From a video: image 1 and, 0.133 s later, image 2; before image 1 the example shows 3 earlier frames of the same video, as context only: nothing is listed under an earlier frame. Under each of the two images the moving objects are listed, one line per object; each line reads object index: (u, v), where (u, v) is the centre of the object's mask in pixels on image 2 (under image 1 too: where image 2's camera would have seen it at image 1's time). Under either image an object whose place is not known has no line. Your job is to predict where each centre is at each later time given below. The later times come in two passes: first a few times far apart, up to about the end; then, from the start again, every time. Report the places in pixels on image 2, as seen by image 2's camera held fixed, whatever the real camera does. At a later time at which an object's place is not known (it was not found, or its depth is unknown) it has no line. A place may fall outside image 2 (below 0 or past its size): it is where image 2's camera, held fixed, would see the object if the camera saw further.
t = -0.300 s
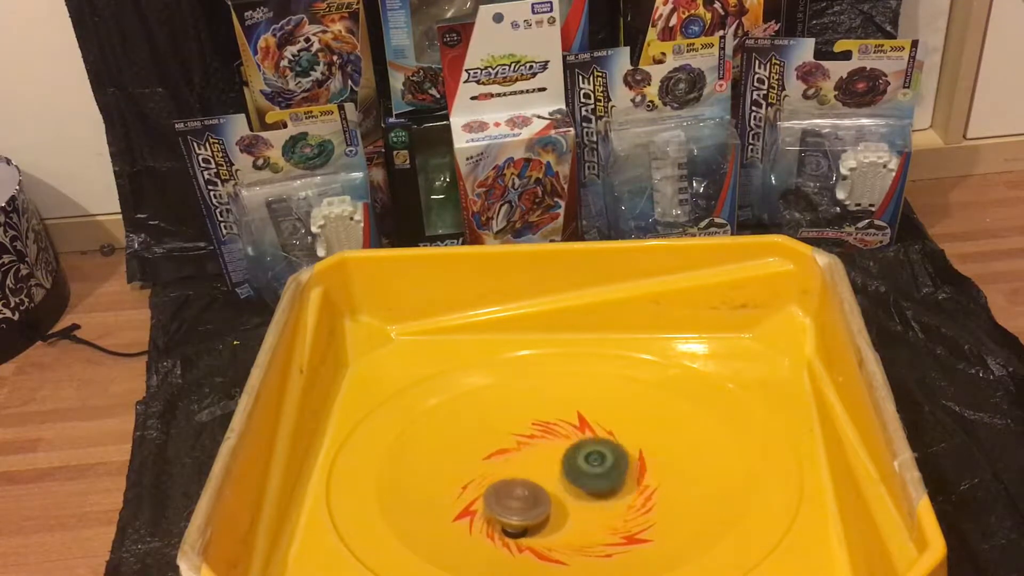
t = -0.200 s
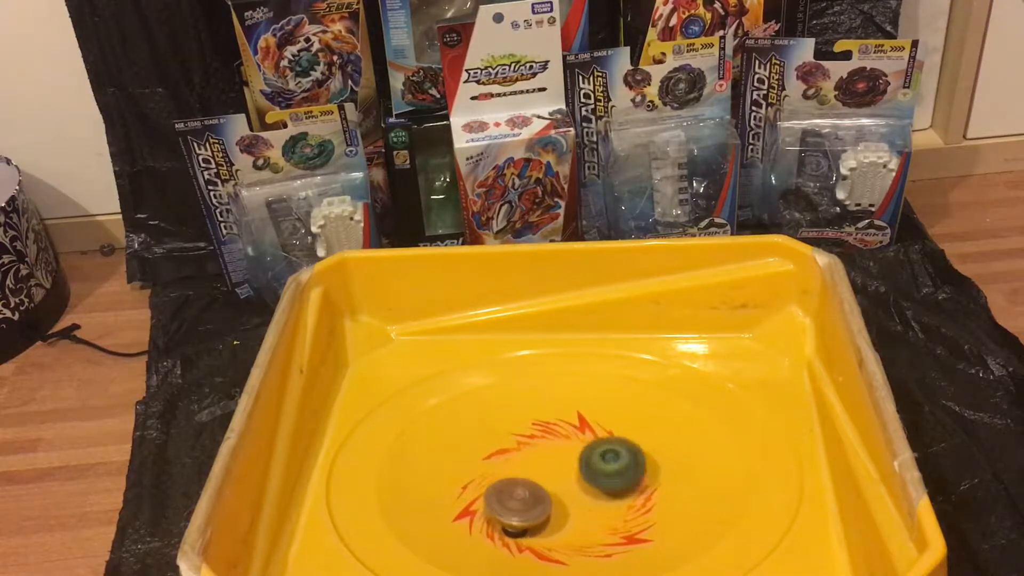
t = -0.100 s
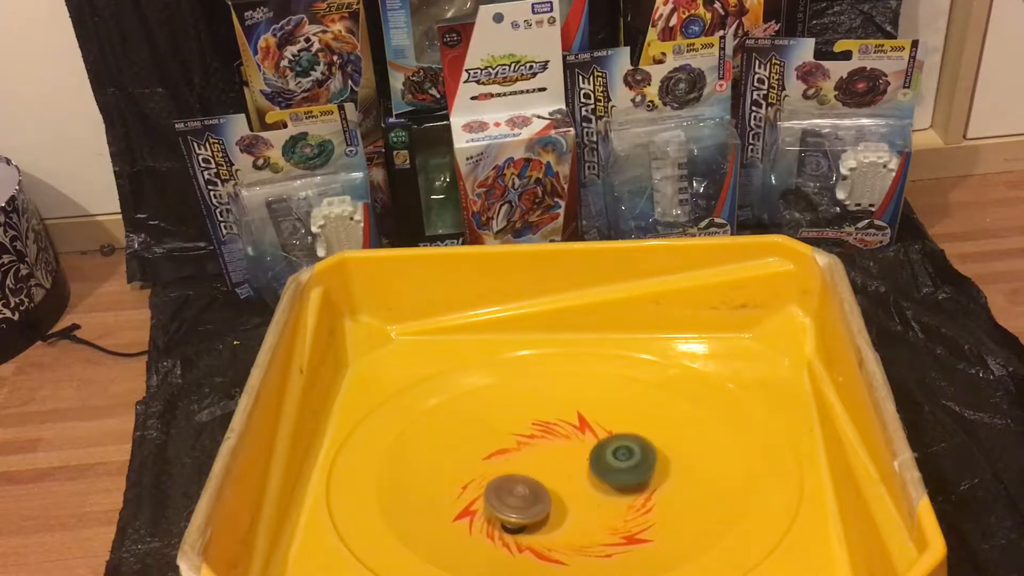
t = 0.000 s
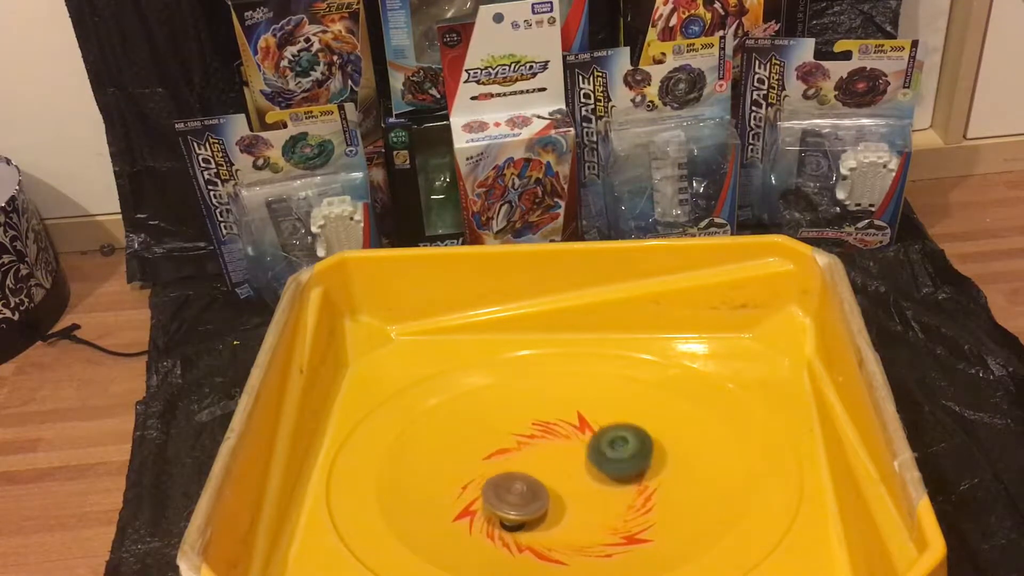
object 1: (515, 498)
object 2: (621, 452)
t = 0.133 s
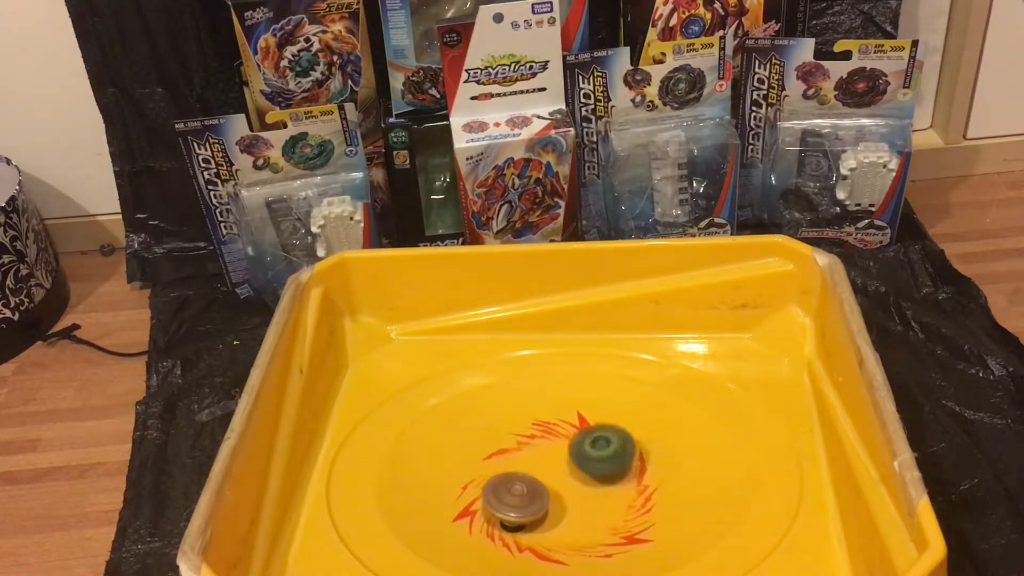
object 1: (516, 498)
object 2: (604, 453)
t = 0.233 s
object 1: (516, 498)
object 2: (587, 459)
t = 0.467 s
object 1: (502, 499)
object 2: (578, 469)
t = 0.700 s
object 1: (499, 496)
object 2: (583, 468)
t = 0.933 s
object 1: (501, 491)
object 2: (575, 469)
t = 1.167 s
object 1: (495, 489)
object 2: (572, 471)
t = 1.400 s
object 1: (497, 490)
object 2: (597, 458)
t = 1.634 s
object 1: (500, 484)
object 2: (593, 445)
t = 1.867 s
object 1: (500, 484)
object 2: (570, 451)
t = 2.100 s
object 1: (500, 483)
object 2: (562, 457)
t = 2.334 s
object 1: (502, 483)
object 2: (570, 451)
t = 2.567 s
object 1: (503, 483)
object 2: (573, 452)
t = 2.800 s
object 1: (503, 482)
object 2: (574, 458)
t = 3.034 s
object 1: (504, 483)
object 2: (578, 465)
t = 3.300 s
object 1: (504, 483)
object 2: (577, 474)
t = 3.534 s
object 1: (503, 482)
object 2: (585, 479)
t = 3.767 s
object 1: (504, 482)
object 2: (602, 475)
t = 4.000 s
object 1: (505, 482)
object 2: (599, 470)
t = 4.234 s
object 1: (505, 482)
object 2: (582, 465)
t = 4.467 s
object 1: (501, 483)
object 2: (569, 459)
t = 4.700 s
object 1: (501, 484)
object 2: (594, 447)
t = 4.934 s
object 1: (501, 485)
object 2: (601, 442)
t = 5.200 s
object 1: (501, 484)
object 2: (591, 445)
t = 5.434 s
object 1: (501, 484)
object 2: (565, 455)
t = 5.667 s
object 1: (499, 485)
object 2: (563, 456)
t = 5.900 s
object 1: (501, 485)
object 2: (562, 457)
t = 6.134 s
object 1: (496, 487)
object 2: (570, 461)
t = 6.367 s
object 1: (500, 484)
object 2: (597, 465)
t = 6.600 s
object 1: (503, 480)
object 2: (607, 473)
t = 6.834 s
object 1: (503, 478)
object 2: (597, 478)
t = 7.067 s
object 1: (502, 477)
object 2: (571, 480)
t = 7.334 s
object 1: (500, 477)
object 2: (574, 479)
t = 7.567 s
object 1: (500, 476)
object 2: (572, 475)
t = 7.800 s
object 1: (501, 474)
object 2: (572, 469)
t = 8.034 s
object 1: (501, 473)
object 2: (573, 465)
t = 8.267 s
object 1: (502, 472)
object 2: (571, 462)
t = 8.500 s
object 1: (500, 470)
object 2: (571, 462)
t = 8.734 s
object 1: (501, 472)
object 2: (581, 469)
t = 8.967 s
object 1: (500, 471)
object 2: (571, 478)
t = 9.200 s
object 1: (499, 474)
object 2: (572, 477)
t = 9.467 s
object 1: (498, 473)
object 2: (569, 476)
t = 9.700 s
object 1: (497, 475)
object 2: (574, 481)
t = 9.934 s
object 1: (497, 474)
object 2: (581, 478)
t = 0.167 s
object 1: (516, 498)
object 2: (598, 454)
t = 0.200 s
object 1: (516, 498)
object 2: (592, 456)
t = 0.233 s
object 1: (516, 498)
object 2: (587, 459)
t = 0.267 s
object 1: (516, 498)
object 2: (581, 461)
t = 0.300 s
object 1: (516, 499)
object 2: (577, 464)
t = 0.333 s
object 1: (516, 498)
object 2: (571, 468)
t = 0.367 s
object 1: (511, 500)
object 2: (571, 468)
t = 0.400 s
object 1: (507, 500)
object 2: (574, 469)
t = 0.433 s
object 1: (504, 500)
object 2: (577, 469)
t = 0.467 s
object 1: (502, 499)
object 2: (578, 469)
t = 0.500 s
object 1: (501, 498)
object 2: (579, 468)
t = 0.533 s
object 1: (500, 498)
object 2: (580, 468)
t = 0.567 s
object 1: (500, 497)
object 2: (581, 468)
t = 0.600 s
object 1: (500, 497)
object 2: (581, 469)
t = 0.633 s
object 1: (500, 497)
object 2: (582, 469)
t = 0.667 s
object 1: (499, 496)
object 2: (583, 468)
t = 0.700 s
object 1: (499, 496)
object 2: (583, 468)
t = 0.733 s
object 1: (499, 495)
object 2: (582, 467)
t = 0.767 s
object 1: (499, 494)
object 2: (581, 467)
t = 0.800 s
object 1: (499, 493)
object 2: (579, 468)
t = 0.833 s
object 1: (499, 493)
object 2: (579, 468)
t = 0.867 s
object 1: (500, 492)
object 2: (578, 469)
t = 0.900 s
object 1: (500, 492)
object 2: (576, 469)
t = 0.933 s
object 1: (501, 491)
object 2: (575, 469)
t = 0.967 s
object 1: (501, 491)
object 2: (574, 469)
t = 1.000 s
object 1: (500, 490)
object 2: (571, 469)
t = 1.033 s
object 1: (501, 490)
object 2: (568, 470)
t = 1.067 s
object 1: (500, 490)
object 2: (566, 470)
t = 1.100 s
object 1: (500, 489)
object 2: (565, 472)
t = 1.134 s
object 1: (496, 489)
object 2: (567, 471)
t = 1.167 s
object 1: (495, 489)
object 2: (572, 471)
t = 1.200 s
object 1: (496, 490)
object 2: (577, 469)
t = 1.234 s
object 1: (496, 490)
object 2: (582, 468)
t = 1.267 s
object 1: (496, 490)
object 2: (586, 466)
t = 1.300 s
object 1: (496, 490)
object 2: (590, 464)
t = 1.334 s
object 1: (496, 490)
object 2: (593, 462)
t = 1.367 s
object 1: (497, 490)
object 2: (596, 459)
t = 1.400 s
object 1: (497, 490)
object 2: (597, 458)
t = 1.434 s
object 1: (497, 489)
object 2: (600, 456)
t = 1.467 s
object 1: (497, 489)
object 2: (600, 453)
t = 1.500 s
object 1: (498, 488)
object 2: (600, 452)
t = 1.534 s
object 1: (499, 487)
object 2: (600, 449)
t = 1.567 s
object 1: (499, 486)
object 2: (598, 447)
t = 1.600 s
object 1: (500, 485)
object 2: (596, 446)
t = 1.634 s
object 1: (500, 484)
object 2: (593, 445)
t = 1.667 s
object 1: (500, 484)
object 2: (590, 444)
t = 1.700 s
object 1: (500, 484)
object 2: (587, 444)
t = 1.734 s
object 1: (500, 484)
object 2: (584, 444)
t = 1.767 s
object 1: (500, 484)
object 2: (581, 445)
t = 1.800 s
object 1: (500, 484)
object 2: (578, 447)
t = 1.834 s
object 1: (500, 484)
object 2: (574, 449)
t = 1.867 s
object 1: (500, 484)
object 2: (570, 451)
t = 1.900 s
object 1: (500, 484)
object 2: (568, 452)
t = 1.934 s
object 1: (500, 484)
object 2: (566, 453)
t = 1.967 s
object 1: (501, 484)
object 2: (564, 453)
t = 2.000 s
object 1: (501, 484)
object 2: (559, 455)
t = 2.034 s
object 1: (500, 484)
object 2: (558, 457)
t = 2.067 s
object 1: (498, 484)
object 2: (559, 457)
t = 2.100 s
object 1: (500, 483)
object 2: (562, 457)
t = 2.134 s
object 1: (501, 484)
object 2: (566, 456)
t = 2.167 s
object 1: (500, 484)
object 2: (567, 456)
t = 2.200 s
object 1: (501, 484)
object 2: (566, 455)
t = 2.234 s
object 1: (501, 484)
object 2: (567, 453)
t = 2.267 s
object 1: (502, 483)
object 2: (568, 452)
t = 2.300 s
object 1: (502, 483)
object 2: (568, 452)
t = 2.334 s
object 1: (502, 483)
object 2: (570, 451)
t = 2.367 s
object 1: (502, 483)
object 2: (571, 452)
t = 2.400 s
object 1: (503, 483)
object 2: (572, 452)
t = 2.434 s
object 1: (503, 483)
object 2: (572, 451)
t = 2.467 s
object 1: (503, 483)
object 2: (571, 452)
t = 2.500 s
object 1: (503, 483)
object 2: (572, 452)
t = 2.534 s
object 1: (503, 483)
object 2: (573, 452)
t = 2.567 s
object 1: (503, 483)
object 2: (573, 452)
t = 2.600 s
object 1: (502, 483)
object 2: (573, 452)
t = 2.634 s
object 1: (503, 483)
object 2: (572, 452)
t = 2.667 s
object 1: (503, 483)
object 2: (573, 453)
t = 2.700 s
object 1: (502, 482)
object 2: (573, 454)
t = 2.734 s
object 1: (503, 483)
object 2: (574, 456)
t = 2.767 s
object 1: (503, 483)
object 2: (575, 457)
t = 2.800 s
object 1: (503, 482)
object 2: (574, 458)
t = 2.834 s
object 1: (503, 482)
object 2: (575, 458)
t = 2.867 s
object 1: (503, 483)
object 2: (575, 460)
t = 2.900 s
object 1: (503, 482)
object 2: (576, 461)
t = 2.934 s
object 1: (504, 483)
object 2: (577, 462)
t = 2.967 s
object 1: (503, 483)
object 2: (577, 463)
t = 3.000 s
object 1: (503, 482)
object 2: (578, 464)
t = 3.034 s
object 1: (504, 483)
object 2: (578, 465)
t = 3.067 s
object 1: (503, 482)
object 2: (579, 466)
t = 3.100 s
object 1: (503, 483)
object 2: (578, 466)
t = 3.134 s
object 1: (504, 483)
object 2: (578, 468)
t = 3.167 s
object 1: (504, 483)
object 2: (578, 469)
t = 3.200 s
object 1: (504, 482)
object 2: (577, 470)
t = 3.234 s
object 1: (503, 483)
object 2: (577, 471)
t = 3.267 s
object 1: (503, 483)
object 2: (577, 473)
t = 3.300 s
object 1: (504, 483)
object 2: (577, 474)
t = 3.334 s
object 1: (504, 483)
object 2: (576, 475)
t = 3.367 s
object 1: (504, 483)
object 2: (575, 476)
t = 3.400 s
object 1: (504, 483)
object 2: (576, 477)
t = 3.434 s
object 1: (504, 482)
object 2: (574, 478)
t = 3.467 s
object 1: (502, 482)
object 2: (578, 479)
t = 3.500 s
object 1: (502, 482)
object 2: (582, 479)
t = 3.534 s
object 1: (503, 482)
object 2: (585, 479)
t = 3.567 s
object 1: (503, 482)
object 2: (588, 479)
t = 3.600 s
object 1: (503, 482)
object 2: (591, 479)
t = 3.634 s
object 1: (503, 482)
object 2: (594, 478)
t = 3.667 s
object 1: (503, 482)
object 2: (597, 478)
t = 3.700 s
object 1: (503, 482)
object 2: (600, 477)
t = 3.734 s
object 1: (503, 483)
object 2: (601, 477)
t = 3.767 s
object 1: (504, 482)
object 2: (602, 475)
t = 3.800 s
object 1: (504, 482)
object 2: (602, 475)
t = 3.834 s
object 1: (504, 482)
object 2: (603, 474)
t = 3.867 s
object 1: (504, 482)
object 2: (603, 474)
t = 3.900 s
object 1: (505, 482)
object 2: (603, 473)
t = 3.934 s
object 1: (504, 482)
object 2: (602, 472)
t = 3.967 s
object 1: (505, 482)
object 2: (601, 471)
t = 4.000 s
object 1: (505, 482)
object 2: (599, 470)
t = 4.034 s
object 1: (505, 482)
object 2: (598, 469)
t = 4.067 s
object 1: (504, 482)
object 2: (595, 468)
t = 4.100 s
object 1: (505, 482)
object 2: (593, 467)
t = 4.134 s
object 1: (505, 482)
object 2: (591, 467)
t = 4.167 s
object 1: (505, 482)
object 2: (588, 466)
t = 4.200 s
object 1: (505, 482)
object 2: (585, 466)
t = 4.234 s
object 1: (505, 482)
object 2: (582, 465)
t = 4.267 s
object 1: (505, 482)
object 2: (578, 464)
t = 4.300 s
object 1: (505, 482)
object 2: (575, 465)
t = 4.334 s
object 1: (505, 482)
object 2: (570, 464)
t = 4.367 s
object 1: (504, 482)
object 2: (568, 464)
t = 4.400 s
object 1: (502, 482)
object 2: (566, 463)
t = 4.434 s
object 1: (502, 482)
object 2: (566, 461)
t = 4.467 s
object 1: (501, 483)
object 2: (569, 459)
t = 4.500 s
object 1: (501, 483)
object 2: (573, 457)
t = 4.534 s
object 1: (500, 483)
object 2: (576, 456)
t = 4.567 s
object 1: (500, 483)
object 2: (580, 454)
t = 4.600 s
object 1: (500, 484)
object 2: (583, 452)
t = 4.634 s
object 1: (500, 484)
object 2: (588, 451)
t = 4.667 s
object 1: (500, 484)
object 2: (590, 450)
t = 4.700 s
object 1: (501, 484)
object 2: (594, 447)
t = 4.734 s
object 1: (501, 484)
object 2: (596, 446)
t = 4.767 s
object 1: (501, 484)
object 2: (598, 445)
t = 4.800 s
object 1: (501, 484)
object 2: (600, 444)
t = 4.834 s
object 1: (501, 485)
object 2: (601, 443)
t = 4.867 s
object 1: (501, 484)
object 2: (601, 443)
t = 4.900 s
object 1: (501, 484)
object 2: (602, 442)
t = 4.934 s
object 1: (501, 485)
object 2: (601, 442)
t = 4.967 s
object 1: (501, 484)
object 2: (601, 442)
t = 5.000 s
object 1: (501, 484)
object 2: (601, 441)
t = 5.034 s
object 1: (501, 484)
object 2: (600, 442)
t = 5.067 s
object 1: (501, 484)
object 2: (599, 443)
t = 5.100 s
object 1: (501, 484)
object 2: (598, 443)
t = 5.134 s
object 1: (501, 484)
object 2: (596, 443)
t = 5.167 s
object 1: (501, 484)
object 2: (594, 444)
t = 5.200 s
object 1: (501, 484)
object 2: (591, 445)
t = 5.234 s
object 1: (501, 484)
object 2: (589, 445)
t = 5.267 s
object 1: (501, 484)
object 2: (585, 447)
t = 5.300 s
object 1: (501, 484)
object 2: (582, 448)
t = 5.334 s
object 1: (501, 484)
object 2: (578, 450)
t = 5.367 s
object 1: (501, 484)
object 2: (573, 451)
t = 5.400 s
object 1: (501, 484)
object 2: (570, 454)
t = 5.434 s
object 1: (501, 484)
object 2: (565, 455)
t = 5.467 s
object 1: (501, 484)
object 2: (562, 457)
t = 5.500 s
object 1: (501, 484)
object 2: (558, 457)
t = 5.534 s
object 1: (498, 484)
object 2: (559, 458)
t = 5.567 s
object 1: (499, 484)
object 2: (561, 456)
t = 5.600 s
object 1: (500, 485)
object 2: (564, 457)
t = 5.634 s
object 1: (500, 486)
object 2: (563, 456)
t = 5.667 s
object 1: (499, 485)
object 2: (563, 456)
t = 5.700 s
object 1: (500, 485)
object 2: (563, 456)
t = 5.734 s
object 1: (501, 486)
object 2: (563, 456)
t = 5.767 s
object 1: (500, 486)
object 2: (563, 456)
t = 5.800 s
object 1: (501, 485)
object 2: (563, 455)
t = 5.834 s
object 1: (501, 485)
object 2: (562, 456)
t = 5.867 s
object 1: (501, 486)
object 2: (561, 456)
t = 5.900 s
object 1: (501, 485)
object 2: (562, 457)
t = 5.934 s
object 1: (501, 485)
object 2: (562, 457)
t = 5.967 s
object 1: (501, 485)
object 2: (562, 458)
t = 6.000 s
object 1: (501, 485)
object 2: (560, 459)
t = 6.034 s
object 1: (500, 484)
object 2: (561, 459)
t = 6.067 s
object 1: (497, 486)
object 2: (562, 462)
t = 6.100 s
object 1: (497, 487)
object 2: (564, 461)
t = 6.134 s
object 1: (496, 487)
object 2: (570, 461)
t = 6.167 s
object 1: (497, 486)
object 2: (574, 462)
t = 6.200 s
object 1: (498, 486)
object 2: (579, 462)
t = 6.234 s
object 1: (498, 487)
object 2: (583, 462)
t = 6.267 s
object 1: (498, 487)
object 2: (585, 462)
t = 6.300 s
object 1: (498, 486)
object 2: (591, 463)
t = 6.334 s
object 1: (499, 485)
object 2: (592, 464)
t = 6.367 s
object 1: (500, 484)
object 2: (597, 465)
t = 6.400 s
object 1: (500, 483)
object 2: (600, 467)
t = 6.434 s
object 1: (502, 481)
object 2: (604, 467)
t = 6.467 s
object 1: (503, 480)
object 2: (605, 469)
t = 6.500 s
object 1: (503, 480)
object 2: (605, 470)
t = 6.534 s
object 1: (503, 480)
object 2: (608, 471)
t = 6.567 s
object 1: (504, 480)
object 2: (607, 473)
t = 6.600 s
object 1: (503, 480)
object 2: (607, 473)
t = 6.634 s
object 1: (503, 479)
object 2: (608, 474)
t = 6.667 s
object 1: (503, 479)
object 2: (606, 475)
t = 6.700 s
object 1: (503, 479)
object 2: (606, 476)
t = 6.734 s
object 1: (503, 478)
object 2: (603, 477)
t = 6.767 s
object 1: (503, 479)
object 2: (602, 477)
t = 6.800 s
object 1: (503, 478)
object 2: (601, 477)
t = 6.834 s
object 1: (503, 478)
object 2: (597, 478)
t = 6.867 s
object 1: (503, 478)
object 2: (594, 479)
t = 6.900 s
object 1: (503, 478)
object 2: (589, 479)
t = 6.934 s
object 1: (503, 478)
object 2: (585, 480)
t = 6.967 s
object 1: (503, 478)
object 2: (581, 480)
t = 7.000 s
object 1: (503, 477)
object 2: (577, 480)
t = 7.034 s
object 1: (503, 478)
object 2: (574, 480)
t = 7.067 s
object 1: (502, 477)
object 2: (571, 480)
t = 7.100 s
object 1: (499, 476)
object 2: (573, 481)
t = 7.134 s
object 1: (501, 476)
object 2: (572, 481)
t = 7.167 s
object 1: (500, 477)
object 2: (574, 480)
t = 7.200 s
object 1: (500, 476)
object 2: (574, 480)
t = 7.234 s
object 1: (500, 476)
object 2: (573, 480)
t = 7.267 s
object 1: (500, 477)
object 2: (575, 480)
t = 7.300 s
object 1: (500, 477)
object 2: (574, 480)
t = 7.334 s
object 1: (500, 477)
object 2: (574, 479)
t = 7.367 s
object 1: (500, 477)
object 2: (576, 479)
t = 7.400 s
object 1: (499, 477)
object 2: (574, 479)
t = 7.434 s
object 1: (500, 477)
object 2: (574, 478)
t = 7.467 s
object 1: (500, 476)
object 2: (574, 477)
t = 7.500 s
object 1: (500, 476)
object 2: (572, 477)
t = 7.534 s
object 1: (500, 476)
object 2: (572, 476)
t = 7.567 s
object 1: (500, 476)
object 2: (572, 475)
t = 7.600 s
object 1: (500, 475)
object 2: (570, 474)
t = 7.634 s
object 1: (500, 475)
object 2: (571, 474)
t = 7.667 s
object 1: (501, 474)
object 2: (571, 473)
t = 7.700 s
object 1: (501, 474)
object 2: (571, 471)
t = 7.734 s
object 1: (501, 473)
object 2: (572, 471)
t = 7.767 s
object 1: (501, 474)
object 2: (571, 470)
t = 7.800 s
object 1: (501, 474)
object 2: (572, 469)
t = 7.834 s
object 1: (501, 473)
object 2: (573, 469)
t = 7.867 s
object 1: (501, 473)
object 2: (572, 468)
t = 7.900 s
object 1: (502, 473)
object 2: (573, 467)
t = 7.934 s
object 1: (501, 473)
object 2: (573, 467)
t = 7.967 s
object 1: (501, 473)
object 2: (572, 465)
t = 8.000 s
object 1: (502, 473)
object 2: (573, 465)
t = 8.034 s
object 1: (501, 473)
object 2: (573, 465)
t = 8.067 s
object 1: (501, 472)
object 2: (573, 464)
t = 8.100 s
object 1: (501, 472)
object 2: (572, 464)
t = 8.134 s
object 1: (501, 472)
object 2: (570, 462)
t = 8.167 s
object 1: (502, 472)
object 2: (572, 462)
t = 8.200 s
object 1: (502, 473)
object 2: (573, 463)
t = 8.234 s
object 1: (501, 472)
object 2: (571, 462)
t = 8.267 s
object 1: (502, 472)
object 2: (571, 462)
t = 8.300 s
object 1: (502, 472)
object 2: (571, 461)
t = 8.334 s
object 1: (502, 471)
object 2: (569, 461)
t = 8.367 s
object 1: (502, 472)
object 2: (569, 460)
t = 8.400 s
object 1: (502, 471)
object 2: (570, 460)
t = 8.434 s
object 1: (502, 471)
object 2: (568, 461)
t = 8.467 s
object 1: (501, 471)
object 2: (567, 461)
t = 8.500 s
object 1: (500, 470)
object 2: (571, 462)
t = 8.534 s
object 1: (500, 471)
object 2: (575, 462)
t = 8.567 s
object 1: (500, 472)
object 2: (579, 463)
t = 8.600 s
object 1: (499, 472)
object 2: (579, 466)
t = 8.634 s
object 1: (499, 472)
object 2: (579, 466)
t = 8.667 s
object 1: (500, 473)
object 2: (579, 466)
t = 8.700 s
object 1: (500, 473)
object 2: (580, 467)
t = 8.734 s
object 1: (501, 472)
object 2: (581, 469)
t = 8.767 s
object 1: (502, 471)
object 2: (580, 471)
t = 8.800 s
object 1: (503, 471)
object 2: (576, 474)
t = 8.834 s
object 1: (503, 471)
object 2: (572, 475)
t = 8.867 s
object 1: (501, 471)
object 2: (572, 477)
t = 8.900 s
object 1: (501, 469)
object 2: (574, 476)
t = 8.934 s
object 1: (501, 470)
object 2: (573, 477)
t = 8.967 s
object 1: (500, 471)
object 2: (571, 478)
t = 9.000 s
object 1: (498, 471)
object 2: (569, 478)
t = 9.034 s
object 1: (496, 472)
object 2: (569, 477)
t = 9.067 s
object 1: (496, 475)
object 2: (571, 477)
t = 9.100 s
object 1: (497, 475)
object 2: (572, 478)
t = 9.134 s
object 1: (499, 475)
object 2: (570, 478)
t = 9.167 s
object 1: (500, 475)
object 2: (571, 477)
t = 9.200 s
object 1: (499, 474)
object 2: (572, 477)
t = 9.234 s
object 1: (500, 474)
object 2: (574, 478)
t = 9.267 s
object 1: (500, 474)
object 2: (572, 479)
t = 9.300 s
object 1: (500, 474)
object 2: (570, 478)
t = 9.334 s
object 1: (499, 474)
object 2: (570, 477)
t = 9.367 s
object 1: (499, 474)
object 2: (571, 477)
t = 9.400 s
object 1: (499, 473)
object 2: (570, 476)
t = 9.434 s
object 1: (499, 474)
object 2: (569, 477)
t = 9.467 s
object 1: (498, 473)
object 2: (569, 476)
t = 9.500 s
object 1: (496, 474)
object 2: (569, 477)
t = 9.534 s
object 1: (497, 475)
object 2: (569, 477)
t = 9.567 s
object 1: (496, 474)
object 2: (570, 478)
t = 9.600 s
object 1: (497, 475)
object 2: (572, 478)
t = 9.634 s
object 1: (497, 475)
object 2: (573, 478)
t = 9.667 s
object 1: (498, 476)
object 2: (575, 479)
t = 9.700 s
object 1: (497, 475)
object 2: (574, 481)
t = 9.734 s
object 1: (498, 475)
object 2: (570, 483)
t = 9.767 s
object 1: (497, 475)
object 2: (568, 482)
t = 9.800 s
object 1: (498, 475)
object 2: (567, 482)
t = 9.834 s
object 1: (497, 475)
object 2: (568, 480)
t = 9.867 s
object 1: (498, 474)
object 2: (571, 479)
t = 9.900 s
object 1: (497, 474)
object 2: (576, 479)
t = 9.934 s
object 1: (497, 474)
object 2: (581, 478)
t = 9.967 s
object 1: (497, 474)
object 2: (585, 476)
